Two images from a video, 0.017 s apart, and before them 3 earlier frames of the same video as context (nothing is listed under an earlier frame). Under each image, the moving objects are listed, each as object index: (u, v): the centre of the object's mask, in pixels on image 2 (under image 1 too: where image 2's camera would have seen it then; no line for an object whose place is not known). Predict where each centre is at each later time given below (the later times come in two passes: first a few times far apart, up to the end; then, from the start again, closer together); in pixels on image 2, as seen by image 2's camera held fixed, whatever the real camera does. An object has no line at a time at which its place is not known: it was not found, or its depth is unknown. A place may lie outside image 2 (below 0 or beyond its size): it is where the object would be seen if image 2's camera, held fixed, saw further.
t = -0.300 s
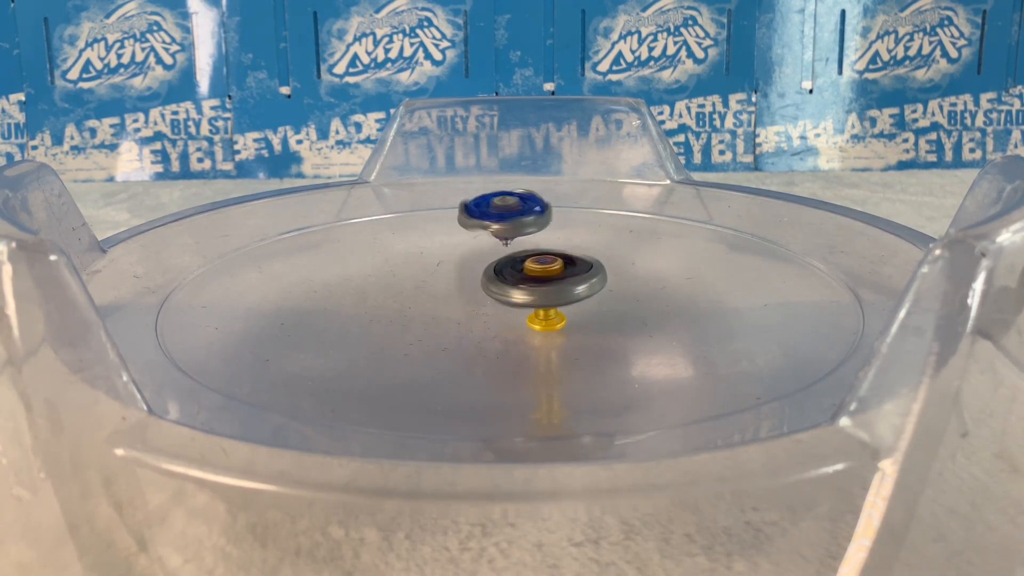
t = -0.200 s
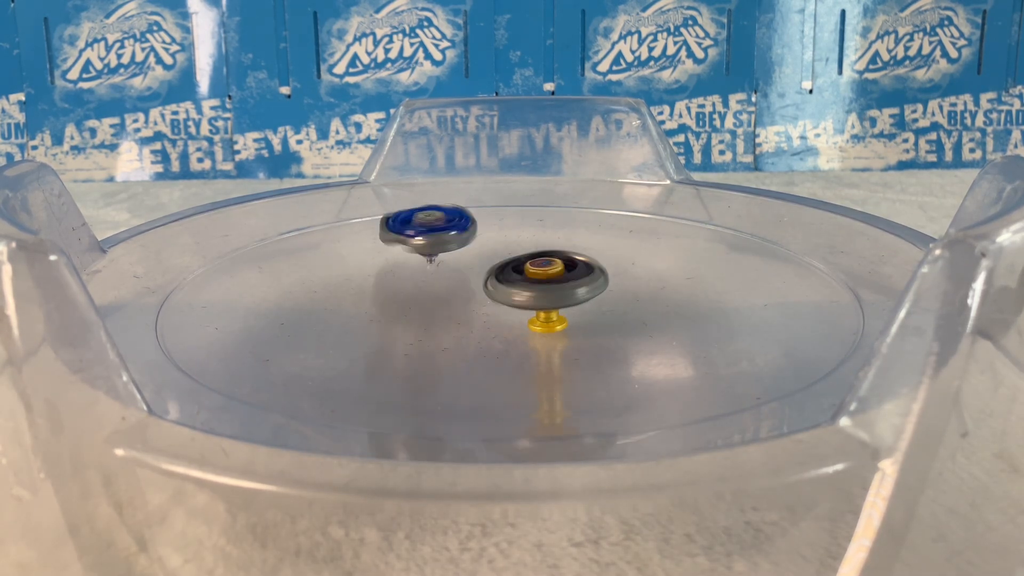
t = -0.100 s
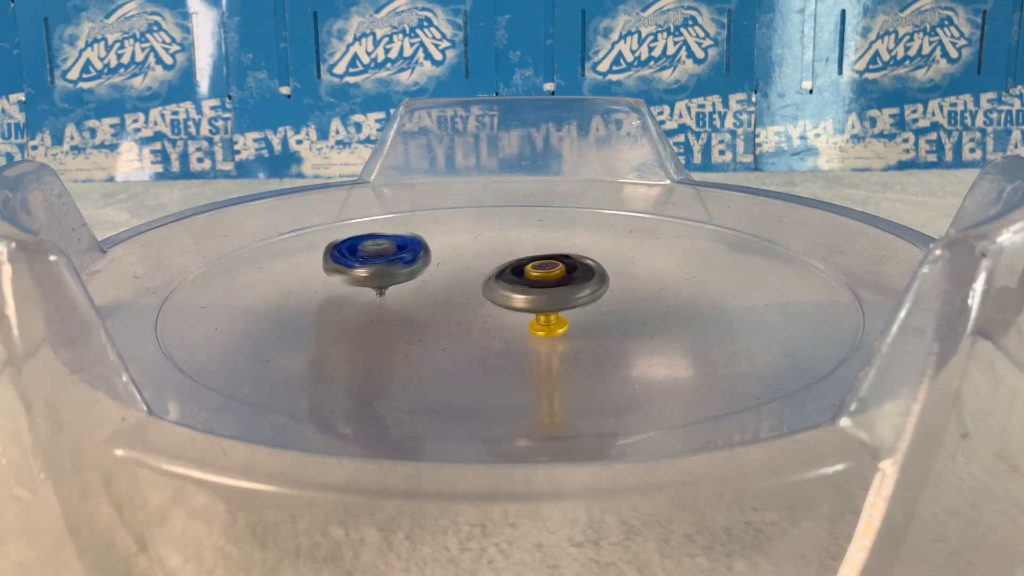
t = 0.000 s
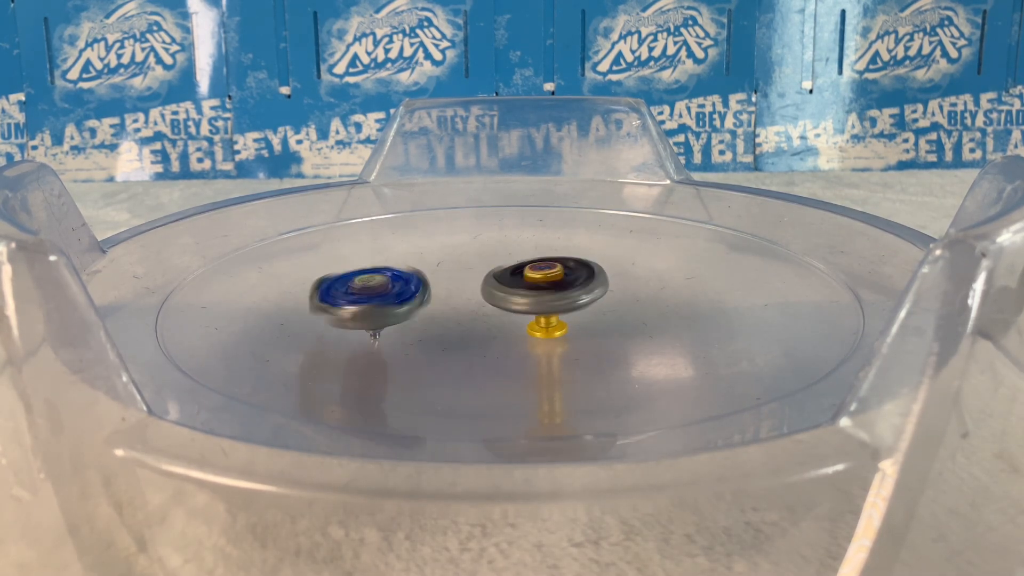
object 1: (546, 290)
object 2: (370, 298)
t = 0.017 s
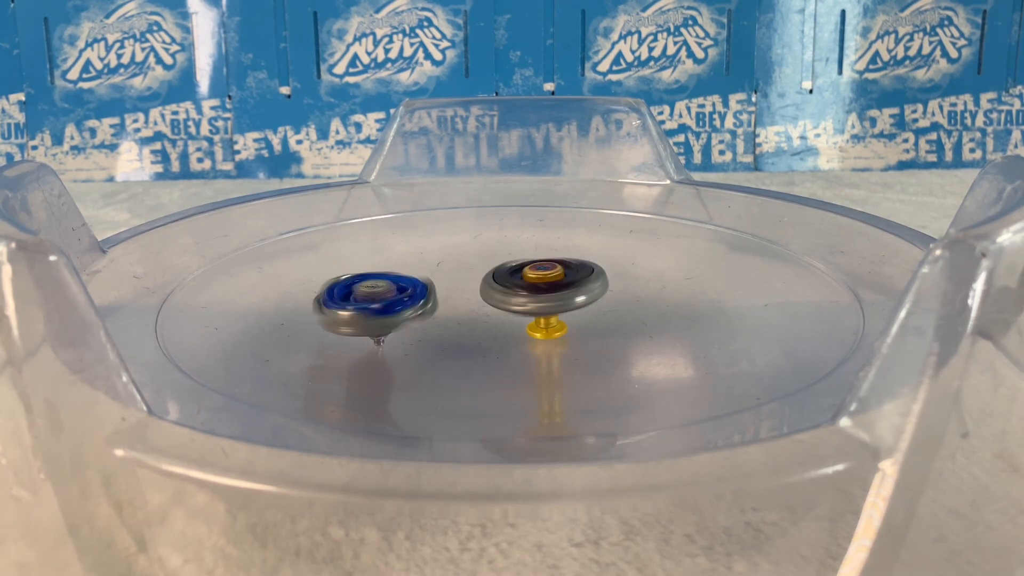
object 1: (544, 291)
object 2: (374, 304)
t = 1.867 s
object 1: (485, 304)
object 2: (503, 247)
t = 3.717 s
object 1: (505, 283)
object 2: (692, 314)
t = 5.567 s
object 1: (540, 297)
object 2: (317, 279)
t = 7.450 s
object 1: (491, 285)
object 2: (643, 276)
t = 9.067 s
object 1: (516, 295)
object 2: (444, 259)
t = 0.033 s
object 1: (543, 291)
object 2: (380, 310)
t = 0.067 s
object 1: (544, 292)
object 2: (399, 321)
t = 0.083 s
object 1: (543, 293)
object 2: (409, 326)
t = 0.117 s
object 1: (541, 293)
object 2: (436, 335)
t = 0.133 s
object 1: (542, 293)
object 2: (452, 339)
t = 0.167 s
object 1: (544, 289)
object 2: (488, 344)
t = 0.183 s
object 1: (543, 288)
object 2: (508, 345)
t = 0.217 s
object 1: (545, 289)
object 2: (546, 345)
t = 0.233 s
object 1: (547, 289)
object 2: (569, 346)
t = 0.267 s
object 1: (551, 292)
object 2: (612, 343)
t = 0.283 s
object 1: (552, 295)
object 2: (633, 339)
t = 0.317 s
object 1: (558, 297)
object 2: (669, 333)
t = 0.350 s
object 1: (559, 297)
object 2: (702, 323)
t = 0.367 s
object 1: (558, 297)
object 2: (716, 319)
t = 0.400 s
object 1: (557, 296)
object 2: (739, 307)
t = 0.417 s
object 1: (557, 296)
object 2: (747, 301)
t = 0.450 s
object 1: (555, 296)
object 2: (755, 289)
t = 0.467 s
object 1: (553, 296)
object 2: (757, 284)
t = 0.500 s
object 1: (552, 295)
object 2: (754, 274)
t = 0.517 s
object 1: (552, 295)
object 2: (749, 268)
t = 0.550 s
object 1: (549, 295)
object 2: (735, 259)
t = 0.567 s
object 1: (547, 295)
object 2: (726, 256)
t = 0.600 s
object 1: (546, 295)
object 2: (704, 250)
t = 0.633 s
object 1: (542, 296)
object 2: (678, 245)
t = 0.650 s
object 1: (541, 295)
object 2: (664, 244)
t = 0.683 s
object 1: (540, 295)
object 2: (635, 242)
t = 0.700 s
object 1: (540, 296)
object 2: (620, 242)
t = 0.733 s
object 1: (538, 297)
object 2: (589, 242)
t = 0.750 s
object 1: (537, 297)
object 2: (573, 242)
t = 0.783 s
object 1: (538, 298)
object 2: (542, 243)
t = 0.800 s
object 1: (538, 299)
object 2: (527, 246)
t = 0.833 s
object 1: (536, 299)
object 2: (497, 250)
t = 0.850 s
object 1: (535, 299)
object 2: (482, 252)
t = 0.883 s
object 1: (535, 299)
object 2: (455, 259)
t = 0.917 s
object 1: (534, 300)
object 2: (429, 265)
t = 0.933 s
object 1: (533, 300)
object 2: (417, 269)
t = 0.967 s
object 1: (532, 300)
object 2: (394, 276)
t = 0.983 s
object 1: (532, 300)
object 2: (384, 280)
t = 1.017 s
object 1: (530, 301)
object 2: (365, 288)
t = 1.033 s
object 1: (529, 301)
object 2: (358, 293)
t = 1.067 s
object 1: (527, 301)
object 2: (347, 303)
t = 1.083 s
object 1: (527, 301)
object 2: (343, 307)
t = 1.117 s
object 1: (524, 302)
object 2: (340, 317)
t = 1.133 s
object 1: (523, 302)
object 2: (340, 322)
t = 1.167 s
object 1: (522, 301)
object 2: (349, 333)
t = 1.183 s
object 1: (522, 302)
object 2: (356, 337)
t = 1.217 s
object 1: (520, 302)
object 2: (376, 345)
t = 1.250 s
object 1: (518, 302)
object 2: (405, 352)
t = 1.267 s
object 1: (518, 301)
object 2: (422, 354)
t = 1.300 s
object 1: (517, 297)
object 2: (461, 359)
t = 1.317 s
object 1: (515, 297)
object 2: (483, 361)
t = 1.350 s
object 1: (512, 296)
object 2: (527, 361)
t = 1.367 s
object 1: (512, 296)
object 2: (549, 360)
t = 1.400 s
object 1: (511, 300)
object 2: (592, 355)
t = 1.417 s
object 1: (510, 302)
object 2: (611, 352)
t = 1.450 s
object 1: (506, 302)
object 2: (644, 345)
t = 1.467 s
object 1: (506, 302)
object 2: (658, 340)
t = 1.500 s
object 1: (505, 303)
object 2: (678, 332)
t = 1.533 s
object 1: (502, 303)
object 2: (688, 320)
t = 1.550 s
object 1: (500, 303)
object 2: (691, 315)
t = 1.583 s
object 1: (499, 302)
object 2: (688, 304)
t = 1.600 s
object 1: (498, 303)
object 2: (684, 299)
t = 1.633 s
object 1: (495, 303)
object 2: (673, 290)
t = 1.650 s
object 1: (494, 304)
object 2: (664, 286)
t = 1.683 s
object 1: (491, 303)
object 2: (645, 277)
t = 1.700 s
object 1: (491, 303)
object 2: (634, 273)
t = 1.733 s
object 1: (489, 304)
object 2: (610, 266)
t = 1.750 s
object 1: (488, 303)
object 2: (598, 263)
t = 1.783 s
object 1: (486, 303)
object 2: (572, 258)
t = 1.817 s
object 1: (487, 303)
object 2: (545, 253)
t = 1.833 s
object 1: (487, 304)
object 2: (531, 251)
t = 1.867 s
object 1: (485, 304)
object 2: (503, 247)
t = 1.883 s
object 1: (485, 304)
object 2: (489, 247)
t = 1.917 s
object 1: (486, 303)
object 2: (461, 245)
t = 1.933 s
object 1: (487, 303)
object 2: (447, 246)
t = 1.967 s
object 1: (486, 303)
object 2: (418, 246)
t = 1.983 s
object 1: (486, 303)
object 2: (404, 246)
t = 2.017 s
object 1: (485, 302)
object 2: (377, 248)
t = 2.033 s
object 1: (486, 302)
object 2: (364, 249)
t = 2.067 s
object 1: (487, 302)
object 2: (340, 254)
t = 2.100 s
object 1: (485, 302)
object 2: (317, 260)
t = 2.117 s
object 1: (484, 301)
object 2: (307, 263)
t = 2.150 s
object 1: (483, 300)
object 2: (291, 270)
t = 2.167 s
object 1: (483, 300)
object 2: (285, 275)
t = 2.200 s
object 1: (482, 300)
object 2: (277, 284)
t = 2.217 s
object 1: (481, 300)
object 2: (276, 290)
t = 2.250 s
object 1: (480, 299)
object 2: (281, 301)
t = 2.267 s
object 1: (480, 298)
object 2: (286, 307)
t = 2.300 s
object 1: (481, 298)
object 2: (304, 319)
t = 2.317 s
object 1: (480, 298)
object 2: (317, 324)
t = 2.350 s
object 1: (478, 298)
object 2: (348, 334)
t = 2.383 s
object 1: (478, 296)
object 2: (385, 341)
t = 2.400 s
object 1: (480, 294)
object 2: (405, 343)
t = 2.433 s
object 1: (480, 290)
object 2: (448, 346)
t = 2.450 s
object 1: (478, 289)
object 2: (470, 347)
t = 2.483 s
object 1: (476, 289)
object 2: (512, 346)
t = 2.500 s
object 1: (476, 290)
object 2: (533, 344)
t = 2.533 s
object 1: (479, 295)
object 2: (569, 338)
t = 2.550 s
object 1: (480, 295)
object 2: (585, 334)
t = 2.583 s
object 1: (479, 295)
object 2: (613, 325)
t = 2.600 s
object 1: (479, 294)
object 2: (624, 319)
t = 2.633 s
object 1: (480, 294)
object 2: (640, 309)
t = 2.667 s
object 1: (481, 293)
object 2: (650, 298)
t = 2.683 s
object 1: (482, 293)
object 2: (653, 292)
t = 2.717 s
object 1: (481, 293)
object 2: (655, 281)
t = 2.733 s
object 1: (481, 293)
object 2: (653, 275)
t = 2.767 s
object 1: (482, 291)
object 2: (647, 265)
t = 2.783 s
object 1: (483, 291)
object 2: (642, 260)
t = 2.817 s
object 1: (485, 291)
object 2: (630, 250)
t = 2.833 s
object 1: (485, 291)
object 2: (622, 246)
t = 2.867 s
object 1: (485, 290)
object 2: (604, 238)
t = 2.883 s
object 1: (486, 290)
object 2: (594, 235)
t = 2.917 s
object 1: (488, 288)
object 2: (573, 229)
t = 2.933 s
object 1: (489, 288)
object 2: (561, 227)
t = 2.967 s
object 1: (490, 288)
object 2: (538, 223)
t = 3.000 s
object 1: (490, 288)
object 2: (512, 221)
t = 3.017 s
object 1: (490, 287)
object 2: (500, 221)
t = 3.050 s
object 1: (491, 286)
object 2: (474, 221)
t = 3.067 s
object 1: (491, 286)
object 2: (461, 222)
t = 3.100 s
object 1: (491, 286)
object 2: (436, 226)
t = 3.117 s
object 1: (490, 285)
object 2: (424, 228)
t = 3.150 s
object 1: (488, 284)
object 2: (402, 234)
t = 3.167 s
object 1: (488, 284)
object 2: (392, 238)
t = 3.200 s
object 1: (488, 283)
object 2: (375, 247)
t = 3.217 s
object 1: (488, 284)
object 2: (367, 252)
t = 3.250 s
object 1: (489, 284)
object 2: (356, 263)
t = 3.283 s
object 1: (488, 284)
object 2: (350, 274)
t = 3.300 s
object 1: (488, 284)
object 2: (349, 280)
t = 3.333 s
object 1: (490, 283)
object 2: (353, 292)
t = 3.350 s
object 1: (491, 283)
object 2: (357, 297)
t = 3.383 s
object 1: (493, 283)
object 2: (370, 309)
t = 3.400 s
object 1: (493, 284)
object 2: (379, 315)
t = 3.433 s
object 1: (494, 283)
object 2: (402, 325)
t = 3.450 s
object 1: (495, 282)
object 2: (416, 329)
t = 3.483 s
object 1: (495, 278)
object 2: (448, 336)
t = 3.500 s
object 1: (496, 277)
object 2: (465, 338)
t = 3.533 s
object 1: (498, 278)
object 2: (503, 341)
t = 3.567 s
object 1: (499, 280)
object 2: (541, 342)
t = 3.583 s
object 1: (499, 282)
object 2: (561, 341)
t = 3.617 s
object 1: (500, 283)
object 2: (599, 337)
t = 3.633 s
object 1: (501, 283)
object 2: (617, 335)
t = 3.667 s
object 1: (503, 283)
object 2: (651, 328)
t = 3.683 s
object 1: (504, 283)
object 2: (667, 323)
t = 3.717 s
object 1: (505, 283)
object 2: (692, 314)
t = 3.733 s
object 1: (505, 283)
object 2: (703, 308)
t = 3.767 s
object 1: (506, 283)
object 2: (719, 297)
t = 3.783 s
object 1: (506, 283)
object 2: (724, 292)
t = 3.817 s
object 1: (508, 282)
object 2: (729, 281)
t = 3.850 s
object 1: (511, 283)
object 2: (727, 270)
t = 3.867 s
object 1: (512, 283)
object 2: (723, 265)
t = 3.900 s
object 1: (513, 283)
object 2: (711, 256)
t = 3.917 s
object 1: (513, 283)
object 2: (704, 253)
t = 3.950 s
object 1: (513, 283)
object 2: (685, 246)
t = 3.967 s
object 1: (514, 283)
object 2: (674, 244)
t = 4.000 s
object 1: (516, 283)
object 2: (650, 240)
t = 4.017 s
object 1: (518, 284)
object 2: (637, 238)
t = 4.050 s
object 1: (520, 285)
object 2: (609, 237)
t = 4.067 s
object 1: (521, 285)
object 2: (596, 237)
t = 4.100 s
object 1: (522, 285)
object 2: (568, 236)
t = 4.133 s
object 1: (524, 286)
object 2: (540, 237)
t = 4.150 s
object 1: (525, 286)
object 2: (526, 238)
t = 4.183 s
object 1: (528, 285)
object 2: (493, 242)
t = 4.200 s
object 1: (530, 285)
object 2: (480, 245)
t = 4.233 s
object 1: (533, 286)
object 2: (456, 254)
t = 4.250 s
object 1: (534, 286)
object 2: (445, 258)
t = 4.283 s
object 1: (534, 286)
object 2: (424, 265)
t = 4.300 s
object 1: (534, 286)
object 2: (415, 269)
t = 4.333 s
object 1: (536, 286)
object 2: (397, 277)
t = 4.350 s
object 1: (536, 286)
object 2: (389, 281)
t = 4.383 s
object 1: (538, 286)
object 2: (376, 290)
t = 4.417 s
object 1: (540, 287)
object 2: (367, 300)
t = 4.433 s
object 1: (541, 287)
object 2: (365, 305)
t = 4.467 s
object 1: (541, 287)
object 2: (364, 315)
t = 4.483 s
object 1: (541, 287)
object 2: (366, 319)
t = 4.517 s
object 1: (541, 287)
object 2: (375, 329)
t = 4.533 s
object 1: (541, 286)
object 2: (382, 334)
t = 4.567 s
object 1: (542, 286)
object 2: (402, 341)
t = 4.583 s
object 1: (542, 286)
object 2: (414, 345)
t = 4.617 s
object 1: (543, 287)
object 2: (444, 351)
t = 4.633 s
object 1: (543, 287)
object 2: (460, 353)
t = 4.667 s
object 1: (541, 285)
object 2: (496, 356)
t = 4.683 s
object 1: (540, 284)
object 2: (517, 356)
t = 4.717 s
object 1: (539, 284)
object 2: (558, 355)
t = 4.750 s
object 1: (538, 285)
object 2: (597, 352)
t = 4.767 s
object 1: (539, 287)
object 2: (615, 349)
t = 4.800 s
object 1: (539, 289)
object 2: (648, 342)
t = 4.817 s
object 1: (539, 289)
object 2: (661, 337)
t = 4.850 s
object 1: (538, 290)
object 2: (682, 329)
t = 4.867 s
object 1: (537, 291)
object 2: (690, 323)
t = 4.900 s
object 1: (536, 291)
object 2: (698, 313)
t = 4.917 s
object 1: (535, 292)
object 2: (699, 308)
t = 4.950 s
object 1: (535, 293)
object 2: (695, 298)
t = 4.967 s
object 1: (535, 293)
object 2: (690, 293)
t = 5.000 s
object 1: (537, 294)
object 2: (677, 285)
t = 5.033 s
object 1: (540, 295)
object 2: (660, 278)
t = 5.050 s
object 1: (542, 295)
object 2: (651, 274)
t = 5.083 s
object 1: (538, 298)
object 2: (636, 265)
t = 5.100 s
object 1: (535, 299)
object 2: (628, 261)
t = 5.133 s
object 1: (532, 301)
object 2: (608, 255)
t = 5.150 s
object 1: (532, 302)
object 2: (597, 252)
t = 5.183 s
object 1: (533, 303)
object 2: (573, 247)
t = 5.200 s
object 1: (534, 303)
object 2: (561, 246)
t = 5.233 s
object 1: (535, 303)
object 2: (535, 243)
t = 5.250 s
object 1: (536, 302)
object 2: (522, 243)
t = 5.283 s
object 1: (538, 301)
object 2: (495, 242)
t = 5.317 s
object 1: (541, 301)
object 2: (469, 242)
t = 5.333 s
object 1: (542, 301)
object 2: (456, 242)
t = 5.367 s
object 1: (543, 301)
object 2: (430, 244)
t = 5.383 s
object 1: (543, 300)
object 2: (417, 245)
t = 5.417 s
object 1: (543, 300)
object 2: (393, 249)
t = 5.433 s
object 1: (543, 300)
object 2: (381, 251)
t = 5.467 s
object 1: (543, 299)
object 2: (360, 256)
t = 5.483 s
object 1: (543, 299)
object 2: (350, 259)
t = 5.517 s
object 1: (542, 298)
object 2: (333, 266)
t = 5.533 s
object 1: (542, 298)
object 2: (327, 271)
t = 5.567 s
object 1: (540, 297)
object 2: (317, 279)
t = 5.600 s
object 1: (538, 297)
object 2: (312, 289)
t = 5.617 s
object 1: (536, 297)
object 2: (312, 294)
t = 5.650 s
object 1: (533, 298)
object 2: (318, 304)
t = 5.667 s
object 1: (532, 298)
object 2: (324, 309)
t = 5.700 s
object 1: (528, 299)
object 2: (340, 320)
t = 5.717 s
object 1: (526, 299)
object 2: (352, 324)
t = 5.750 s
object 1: (522, 299)
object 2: (379, 333)
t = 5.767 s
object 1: (520, 299)
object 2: (395, 336)
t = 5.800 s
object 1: (517, 299)
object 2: (431, 341)
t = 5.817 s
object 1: (517, 296)
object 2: (449, 343)
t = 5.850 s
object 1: (511, 292)
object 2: (488, 345)
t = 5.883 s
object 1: (504, 292)
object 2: (526, 344)
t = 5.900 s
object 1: (501, 293)
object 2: (545, 343)
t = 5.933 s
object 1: (498, 299)
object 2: (580, 338)
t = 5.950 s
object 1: (498, 301)
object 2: (595, 335)
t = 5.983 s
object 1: (497, 301)
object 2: (621, 326)
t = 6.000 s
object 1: (496, 302)
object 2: (633, 322)
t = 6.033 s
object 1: (494, 302)
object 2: (652, 312)
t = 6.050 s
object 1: (492, 302)
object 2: (659, 308)
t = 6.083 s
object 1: (489, 303)
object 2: (668, 297)
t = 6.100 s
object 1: (487, 303)
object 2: (670, 292)
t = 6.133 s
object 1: (485, 304)
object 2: (669, 282)
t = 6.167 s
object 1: (483, 304)
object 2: (664, 272)
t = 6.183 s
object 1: (483, 304)
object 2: (659, 268)
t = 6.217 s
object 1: (482, 304)
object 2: (647, 259)
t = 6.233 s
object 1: (482, 304)
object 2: (639, 255)
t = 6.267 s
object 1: (482, 305)
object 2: (621, 248)
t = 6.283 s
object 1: (483, 305)
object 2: (611, 245)
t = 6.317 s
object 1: (483, 305)
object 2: (589, 240)
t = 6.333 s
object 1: (483, 305)
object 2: (578, 239)
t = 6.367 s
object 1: (485, 304)
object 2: (554, 236)
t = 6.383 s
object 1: (485, 304)
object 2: (542, 235)
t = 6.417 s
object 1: (487, 304)
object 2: (517, 235)
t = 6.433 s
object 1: (488, 304)
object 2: (504, 235)
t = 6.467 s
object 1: (490, 303)
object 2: (479, 237)
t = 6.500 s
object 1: (491, 302)
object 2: (455, 240)
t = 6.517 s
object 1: (492, 302)
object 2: (443, 243)
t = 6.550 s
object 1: (491, 301)
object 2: (421, 248)
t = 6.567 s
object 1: (491, 301)
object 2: (411, 251)
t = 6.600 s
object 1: (490, 300)
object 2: (393, 258)
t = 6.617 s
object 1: (490, 299)
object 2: (385, 263)
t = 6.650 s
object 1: (490, 299)
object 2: (372, 272)
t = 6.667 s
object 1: (489, 298)
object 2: (367, 276)
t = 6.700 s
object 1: (488, 298)
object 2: (361, 286)
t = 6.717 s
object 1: (487, 298)
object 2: (360, 292)
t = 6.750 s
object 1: (521, 298)
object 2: (326, 296)
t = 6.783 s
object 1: (554, 298)
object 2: (298, 299)
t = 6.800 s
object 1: (567, 296)
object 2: (289, 302)
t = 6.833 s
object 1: (589, 293)
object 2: (280, 308)
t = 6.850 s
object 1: (597, 290)
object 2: (280, 312)
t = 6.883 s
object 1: (608, 285)
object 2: (286, 321)
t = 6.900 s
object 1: (611, 282)
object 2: (293, 325)
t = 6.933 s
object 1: (612, 276)
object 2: (310, 334)
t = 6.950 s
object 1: (609, 273)
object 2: (323, 338)
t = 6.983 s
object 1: (603, 267)
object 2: (353, 347)
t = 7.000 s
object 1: (598, 264)
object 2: (369, 350)
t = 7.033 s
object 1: (585, 260)
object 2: (407, 354)
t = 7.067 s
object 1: (570, 256)
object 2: (448, 358)
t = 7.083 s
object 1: (562, 256)
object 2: (468, 358)
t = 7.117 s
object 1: (547, 256)
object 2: (509, 357)
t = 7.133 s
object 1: (540, 256)
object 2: (529, 356)
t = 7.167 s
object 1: (526, 257)
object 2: (567, 353)
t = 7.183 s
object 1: (520, 258)
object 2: (583, 350)
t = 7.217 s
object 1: (508, 261)
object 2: (612, 341)
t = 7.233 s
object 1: (504, 262)
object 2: (624, 337)
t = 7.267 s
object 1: (496, 265)
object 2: (643, 329)
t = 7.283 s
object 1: (492, 267)
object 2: (650, 325)
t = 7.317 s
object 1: (488, 271)
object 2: (659, 315)
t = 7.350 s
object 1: (486, 275)
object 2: (662, 304)
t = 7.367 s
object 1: (485, 277)
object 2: (662, 299)
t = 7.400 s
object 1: (486, 281)
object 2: (657, 290)
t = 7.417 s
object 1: (487, 282)
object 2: (654, 285)
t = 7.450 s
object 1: (491, 285)
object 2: (643, 276)
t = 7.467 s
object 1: (493, 287)
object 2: (637, 271)
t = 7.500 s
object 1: (497, 289)
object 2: (622, 264)
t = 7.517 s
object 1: (500, 290)
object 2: (614, 260)
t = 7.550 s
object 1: (504, 291)
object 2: (596, 253)
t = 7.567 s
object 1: (506, 291)
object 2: (586, 250)
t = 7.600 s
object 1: (510, 292)
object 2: (566, 243)
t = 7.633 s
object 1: (514, 292)
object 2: (544, 238)
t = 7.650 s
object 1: (515, 292)
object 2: (533, 236)
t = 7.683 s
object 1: (520, 292)
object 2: (510, 234)
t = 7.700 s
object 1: (522, 291)
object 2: (498, 234)
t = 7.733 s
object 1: (527, 291)
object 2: (474, 233)
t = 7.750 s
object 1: (529, 291)
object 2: (462, 233)
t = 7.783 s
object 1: (533, 291)
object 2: (438, 233)
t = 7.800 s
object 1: (535, 291)
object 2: (427, 235)
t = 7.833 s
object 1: (537, 291)
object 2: (404, 238)
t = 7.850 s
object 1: (538, 291)
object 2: (394, 239)
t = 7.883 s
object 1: (540, 291)
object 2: (374, 244)
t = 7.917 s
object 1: (540, 291)
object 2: (357, 251)
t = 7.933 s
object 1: (539, 291)
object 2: (350, 255)
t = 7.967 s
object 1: (539, 291)
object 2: (338, 263)
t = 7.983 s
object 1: (538, 291)
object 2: (334, 268)
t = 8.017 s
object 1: (538, 291)
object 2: (330, 279)
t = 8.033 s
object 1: (538, 291)
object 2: (330, 284)
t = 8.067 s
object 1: (538, 291)
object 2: (335, 294)
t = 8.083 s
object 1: (538, 291)
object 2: (341, 299)
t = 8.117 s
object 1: (538, 291)
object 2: (356, 311)
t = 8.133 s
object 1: (538, 291)
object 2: (365, 315)
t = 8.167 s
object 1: (539, 292)
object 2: (389, 324)
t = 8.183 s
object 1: (539, 292)
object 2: (404, 327)
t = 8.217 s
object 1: (539, 292)
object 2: (434, 334)
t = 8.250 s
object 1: (541, 289)
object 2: (468, 337)
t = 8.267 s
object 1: (542, 286)
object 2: (486, 338)
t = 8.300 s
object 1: (540, 284)
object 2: (521, 340)
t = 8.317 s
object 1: (538, 283)
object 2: (538, 338)
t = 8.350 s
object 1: (537, 280)
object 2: (573, 339)
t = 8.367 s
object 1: (537, 279)
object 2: (590, 340)
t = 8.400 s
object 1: (535, 278)
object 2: (619, 336)
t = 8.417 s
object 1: (533, 277)
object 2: (634, 334)
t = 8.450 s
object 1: (529, 276)
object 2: (661, 328)
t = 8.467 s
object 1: (527, 276)
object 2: (672, 324)
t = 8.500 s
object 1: (521, 278)
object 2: (694, 315)
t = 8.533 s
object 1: (514, 279)
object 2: (709, 305)
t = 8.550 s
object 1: (510, 280)
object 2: (714, 300)
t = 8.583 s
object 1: (503, 281)
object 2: (721, 291)
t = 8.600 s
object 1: (500, 282)
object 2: (722, 286)
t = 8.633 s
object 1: (495, 283)
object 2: (720, 277)
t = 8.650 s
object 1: (493, 284)
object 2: (717, 273)
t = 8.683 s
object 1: (490, 286)
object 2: (707, 265)
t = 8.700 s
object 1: (490, 287)
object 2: (700, 261)
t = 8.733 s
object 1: (490, 290)
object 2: (685, 256)
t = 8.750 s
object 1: (491, 291)
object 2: (675, 253)
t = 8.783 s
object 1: (494, 292)
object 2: (654, 248)
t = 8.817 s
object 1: (498, 294)
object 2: (631, 246)
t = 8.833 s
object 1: (500, 294)
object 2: (619, 245)
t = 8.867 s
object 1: (504, 295)
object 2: (594, 244)
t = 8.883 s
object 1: (506, 295)
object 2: (582, 245)
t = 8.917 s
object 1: (507, 295)
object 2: (556, 243)
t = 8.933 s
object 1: (508, 295)
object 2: (543, 244)
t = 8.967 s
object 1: (510, 295)
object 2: (519, 245)
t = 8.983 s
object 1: (511, 295)
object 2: (506, 246)
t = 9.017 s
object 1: (513, 296)
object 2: (479, 250)
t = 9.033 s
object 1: (514, 295)
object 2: (466, 253)
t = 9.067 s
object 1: (516, 295)
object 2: (444, 259)
